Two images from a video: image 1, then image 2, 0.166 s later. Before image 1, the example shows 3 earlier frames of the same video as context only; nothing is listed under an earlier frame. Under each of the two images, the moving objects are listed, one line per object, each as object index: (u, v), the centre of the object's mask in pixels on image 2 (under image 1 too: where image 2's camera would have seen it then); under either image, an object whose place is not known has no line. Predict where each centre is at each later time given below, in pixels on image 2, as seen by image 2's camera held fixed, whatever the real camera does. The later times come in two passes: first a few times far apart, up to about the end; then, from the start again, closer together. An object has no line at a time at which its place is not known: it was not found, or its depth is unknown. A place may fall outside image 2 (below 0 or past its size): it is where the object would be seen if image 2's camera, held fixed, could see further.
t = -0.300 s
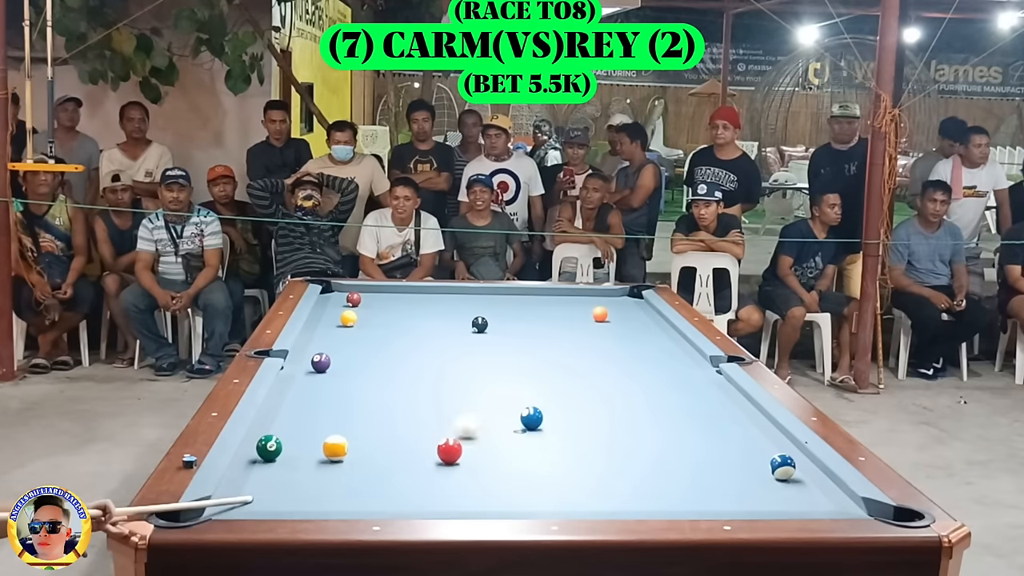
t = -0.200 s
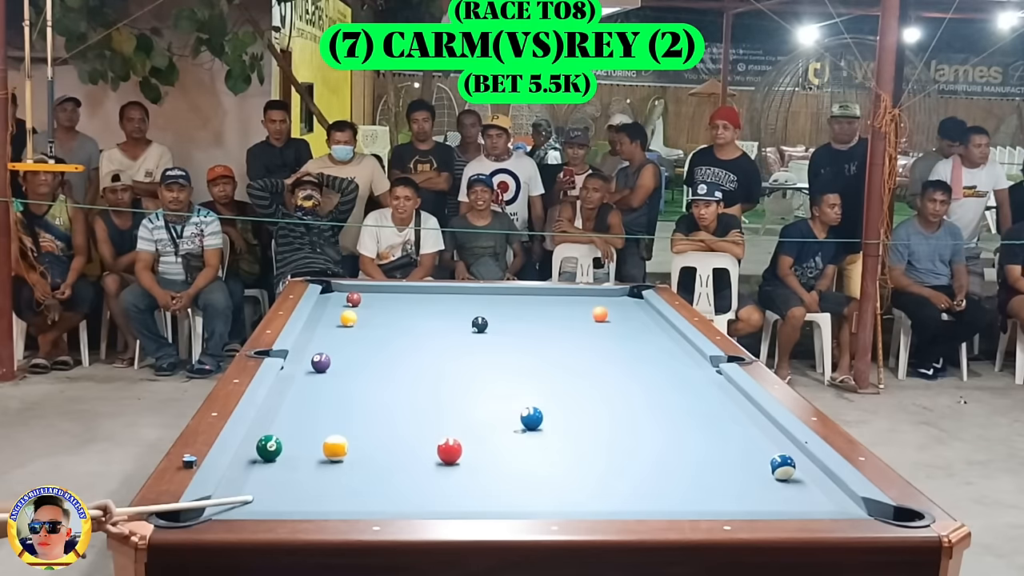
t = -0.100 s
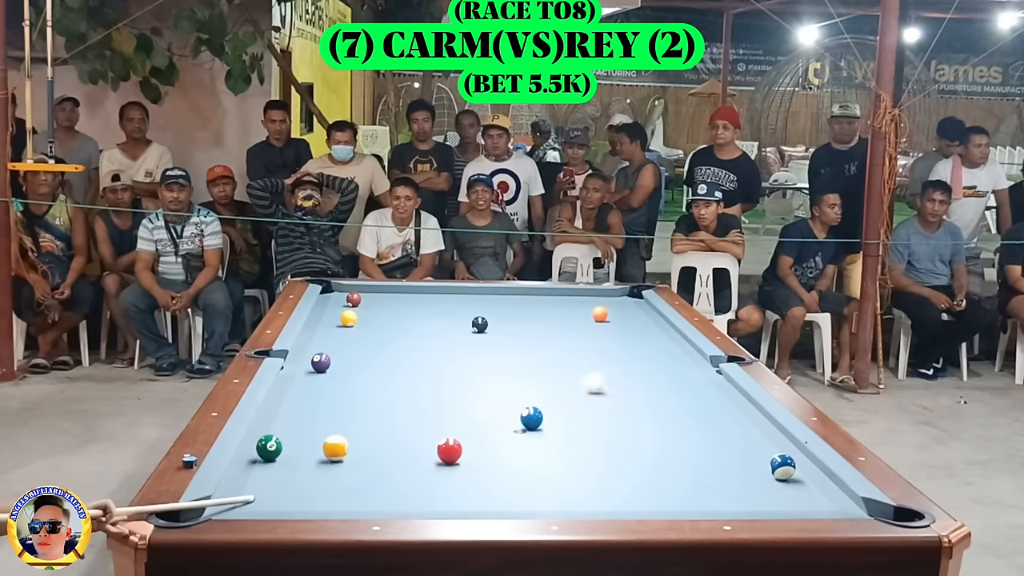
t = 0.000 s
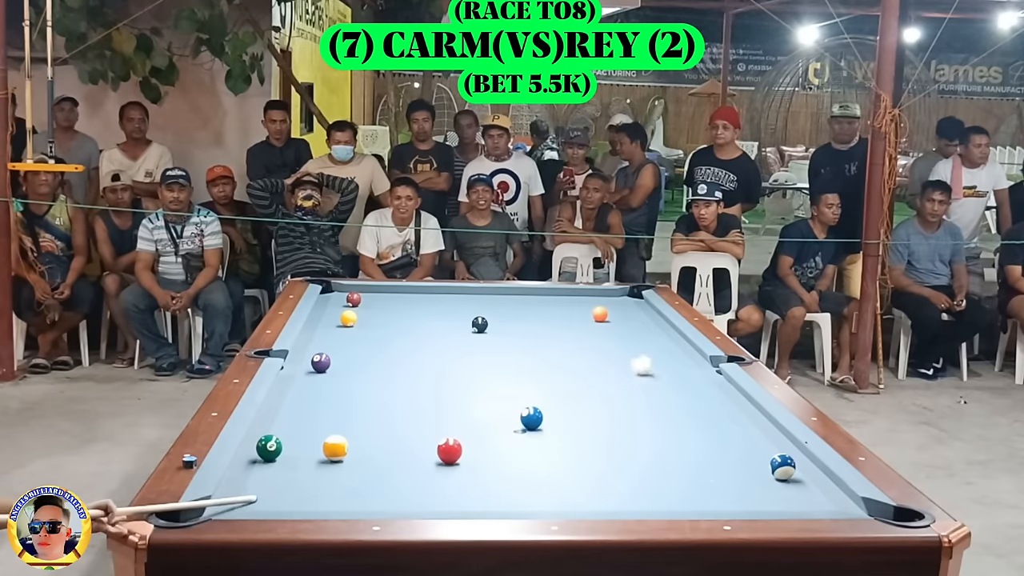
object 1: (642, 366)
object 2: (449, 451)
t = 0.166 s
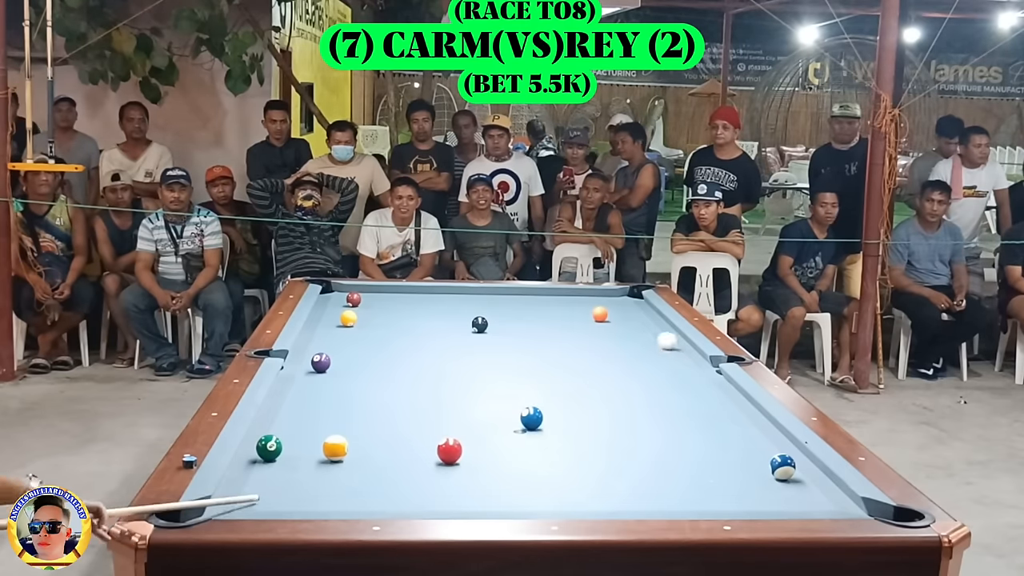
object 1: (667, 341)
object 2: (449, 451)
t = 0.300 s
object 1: (611, 323)
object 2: (449, 451)
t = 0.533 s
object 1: (517, 300)
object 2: (449, 451)
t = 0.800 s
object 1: (417, 295)
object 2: (449, 451)
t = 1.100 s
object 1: (346, 307)
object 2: (449, 451)
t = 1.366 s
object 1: (319, 326)
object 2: (449, 451)
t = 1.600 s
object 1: (333, 344)
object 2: (449, 451)
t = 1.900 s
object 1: (355, 370)
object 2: (449, 451)
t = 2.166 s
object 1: (378, 398)
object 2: (449, 451)
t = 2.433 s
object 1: (404, 428)
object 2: (449, 451)
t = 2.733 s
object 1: (427, 471)
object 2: (462, 451)
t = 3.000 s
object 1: (445, 500)
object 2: (483, 451)
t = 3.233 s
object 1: (487, 484)
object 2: (500, 452)
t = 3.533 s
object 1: (533, 460)
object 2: (517, 451)
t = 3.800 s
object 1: (585, 448)
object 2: (520, 445)
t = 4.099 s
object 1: (635, 437)
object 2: (521, 439)
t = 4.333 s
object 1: (671, 429)
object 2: (522, 435)
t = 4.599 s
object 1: (707, 421)
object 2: (522, 431)
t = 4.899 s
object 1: (742, 413)
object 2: (523, 428)
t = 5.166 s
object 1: (738, 408)
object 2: (523, 426)
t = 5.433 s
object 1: (716, 404)
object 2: (523, 424)
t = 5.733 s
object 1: (694, 401)
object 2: (521, 423)
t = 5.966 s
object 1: (680, 398)
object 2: (520, 423)
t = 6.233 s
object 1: (665, 396)
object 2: (520, 423)
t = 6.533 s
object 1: (652, 394)
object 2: (520, 423)
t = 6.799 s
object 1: (642, 392)
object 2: (520, 423)
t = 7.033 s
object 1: (635, 391)
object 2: (520, 423)
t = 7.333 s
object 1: (629, 390)
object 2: (520, 423)
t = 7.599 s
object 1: (625, 389)
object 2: (520, 423)
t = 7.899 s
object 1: (624, 389)
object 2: (520, 423)
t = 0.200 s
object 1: (651, 336)
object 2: (449, 451)
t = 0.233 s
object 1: (636, 331)
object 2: (449, 451)
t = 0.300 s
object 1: (611, 323)
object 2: (449, 451)
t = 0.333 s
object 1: (598, 318)
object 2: (449, 451)
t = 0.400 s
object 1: (571, 312)
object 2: (449, 451)
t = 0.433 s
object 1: (557, 309)
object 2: (449, 451)
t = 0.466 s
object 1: (543, 306)
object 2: (449, 451)
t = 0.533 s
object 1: (517, 300)
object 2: (449, 451)
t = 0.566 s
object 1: (504, 297)
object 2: (449, 451)
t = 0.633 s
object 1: (480, 291)
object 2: (449, 451)
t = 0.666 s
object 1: (469, 289)
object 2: (449, 451)
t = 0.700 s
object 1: (456, 290)
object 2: (449, 451)
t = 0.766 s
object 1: (430, 294)
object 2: (449, 451)
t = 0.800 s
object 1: (417, 295)
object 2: (449, 451)
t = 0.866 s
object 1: (390, 298)
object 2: (449, 451)
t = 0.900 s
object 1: (376, 299)
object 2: (449, 451)
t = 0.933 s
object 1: (367, 301)
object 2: (449, 451)
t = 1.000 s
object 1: (361, 304)
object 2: (449, 451)
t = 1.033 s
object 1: (357, 305)
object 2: (449, 451)
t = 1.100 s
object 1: (346, 307)
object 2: (449, 451)
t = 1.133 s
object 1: (339, 310)
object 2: (449, 451)
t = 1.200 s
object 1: (328, 315)
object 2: (449, 451)
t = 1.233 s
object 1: (323, 317)
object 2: (449, 451)
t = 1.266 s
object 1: (317, 320)
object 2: (449, 451)
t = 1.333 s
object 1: (316, 324)
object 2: (449, 451)
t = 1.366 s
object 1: (319, 326)
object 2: (449, 451)
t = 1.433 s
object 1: (323, 331)
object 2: (449, 451)
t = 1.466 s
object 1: (325, 334)
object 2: (449, 451)
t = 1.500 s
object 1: (327, 336)
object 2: (449, 451)
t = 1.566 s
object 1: (331, 342)
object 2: (449, 451)
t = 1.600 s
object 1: (333, 344)
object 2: (449, 451)
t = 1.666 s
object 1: (338, 350)
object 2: (449, 451)
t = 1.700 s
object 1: (340, 352)
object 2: (449, 451)
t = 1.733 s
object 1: (342, 355)
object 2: (449, 451)
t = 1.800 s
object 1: (348, 361)
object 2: (449, 451)
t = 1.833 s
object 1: (350, 364)
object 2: (449, 451)
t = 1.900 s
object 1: (355, 370)
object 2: (449, 451)
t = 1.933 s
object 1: (358, 374)
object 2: (449, 451)
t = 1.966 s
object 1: (360, 377)
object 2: (449, 451)
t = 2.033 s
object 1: (366, 383)
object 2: (449, 451)
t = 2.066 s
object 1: (369, 387)
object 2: (449, 451)
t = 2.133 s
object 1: (375, 394)
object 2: (449, 451)
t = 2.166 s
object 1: (378, 398)
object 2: (449, 451)
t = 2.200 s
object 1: (381, 401)
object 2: (449, 451)
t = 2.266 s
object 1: (388, 409)
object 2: (449, 451)
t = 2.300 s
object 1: (392, 413)
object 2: (449, 451)
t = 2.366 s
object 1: (397, 419)
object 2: (449, 451)
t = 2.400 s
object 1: (400, 423)
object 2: (449, 451)
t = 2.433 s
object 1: (404, 428)
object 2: (449, 451)
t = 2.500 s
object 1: (411, 436)
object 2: (449, 450)
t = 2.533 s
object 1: (416, 441)
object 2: (449, 451)
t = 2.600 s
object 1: (423, 450)
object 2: (450, 450)
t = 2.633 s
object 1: (424, 455)
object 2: (453, 451)
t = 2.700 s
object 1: (426, 465)
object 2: (459, 451)
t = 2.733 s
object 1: (427, 471)
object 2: (462, 451)
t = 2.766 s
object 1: (429, 476)
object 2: (464, 451)
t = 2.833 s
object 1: (432, 487)
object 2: (470, 451)
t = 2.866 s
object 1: (433, 493)
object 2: (473, 451)
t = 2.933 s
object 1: (436, 500)
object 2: (478, 451)
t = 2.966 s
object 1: (439, 503)
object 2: (480, 451)
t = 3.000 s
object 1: (445, 500)
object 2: (483, 451)
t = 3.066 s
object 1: (458, 497)
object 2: (488, 451)
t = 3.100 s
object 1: (464, 495)
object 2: (490, 452)
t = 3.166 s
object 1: (476, 490)
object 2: (495, 452)
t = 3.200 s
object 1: (482, 487)
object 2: (498, 452)
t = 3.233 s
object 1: (487, 484)
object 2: (500, 452)
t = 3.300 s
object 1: (498, 477)
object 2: (504, 451)
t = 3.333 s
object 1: (504, 474)
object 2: (507, 450)
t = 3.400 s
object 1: (514, 469)
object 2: (510, 449)
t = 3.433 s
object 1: (518, 467)
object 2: (512, 448)
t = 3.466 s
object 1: (523, 464)
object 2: (513, 449)
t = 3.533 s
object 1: (533, 460)
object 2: (517, 451)
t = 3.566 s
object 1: (540, 460)
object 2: (519, 451)
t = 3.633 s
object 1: (554, 459)
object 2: (520, 450)
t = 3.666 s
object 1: (560, 458)
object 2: (520, 449)
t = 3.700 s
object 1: (567, 456)
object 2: (520, 448)
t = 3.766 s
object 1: (580, 451)
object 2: (520, 447)
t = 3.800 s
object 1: (585, 448)
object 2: (520, 445)
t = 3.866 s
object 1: (596, 446)
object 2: (521, 444)
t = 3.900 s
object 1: (602, 444)
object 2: (521, 443)
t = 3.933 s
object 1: (608, 443)
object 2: (521, 442)
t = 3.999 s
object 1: (619, 440)
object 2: (521, 441)
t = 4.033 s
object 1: (624, 439)
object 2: (521, 440)
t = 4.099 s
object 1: (635, 437)
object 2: (521, 439)
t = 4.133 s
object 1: (641, 436)
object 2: (522, 439)
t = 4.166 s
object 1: (645, 435)
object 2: (522, 438)
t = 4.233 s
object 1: (655, 433)
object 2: (522, 437)
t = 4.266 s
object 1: (661, 431)
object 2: (522, 436)
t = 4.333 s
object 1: (671, 429)
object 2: (522, 435)
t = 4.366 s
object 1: (676, 428)
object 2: (522, 434)
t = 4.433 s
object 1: (685, 426)
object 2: (522, 433)
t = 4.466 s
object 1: (689, 425)
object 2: (522, 433)
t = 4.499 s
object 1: (694, 424)
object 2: (522, 433)
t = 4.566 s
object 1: (702, 422)
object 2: (522, 432)
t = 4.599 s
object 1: (707, 421)
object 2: (522, 431)
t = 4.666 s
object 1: (715, 419)
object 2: (522, 430)
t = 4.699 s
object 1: (720, 418)
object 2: (522, 430)
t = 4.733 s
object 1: (724, 417)
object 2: (523, 429)
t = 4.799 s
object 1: (732, 415)
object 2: (523, 429)
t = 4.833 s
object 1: (736, 415)
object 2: (523, 429)
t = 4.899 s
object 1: (742, 413)
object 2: (523, 428)
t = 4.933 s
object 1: (746, 413)
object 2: (523, 428)
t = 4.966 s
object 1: (750, 412)
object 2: (523, 427)
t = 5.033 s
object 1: (750, 410)
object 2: (524, 427)
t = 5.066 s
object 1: (747, 409)
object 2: (524, 427)
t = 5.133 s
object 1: (742, 409)
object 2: (524, 426)
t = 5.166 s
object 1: (738, 408)
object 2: (523, 426)
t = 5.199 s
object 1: (736, 407)
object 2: (524, 426)
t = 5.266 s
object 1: (730, 407)
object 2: (524, 425)
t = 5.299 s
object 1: (727, 406)
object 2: (524, 425)
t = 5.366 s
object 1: (721, 405)
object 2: (523, 425)
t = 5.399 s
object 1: (719, 405)
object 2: (523, 424)
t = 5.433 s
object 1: (716, 404)
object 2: (523, 424)
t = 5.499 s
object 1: (711, 403)
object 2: (522, 424)
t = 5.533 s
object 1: (709, 403)
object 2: (522, 424)
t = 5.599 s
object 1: (704, 402)
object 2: (522, 423)
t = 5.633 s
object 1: (701, 402)
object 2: (522, 423)
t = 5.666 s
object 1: (699, 401)
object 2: (521, 423)
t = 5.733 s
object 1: (694, 401)
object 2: (521, 423)
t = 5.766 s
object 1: (692, 400)
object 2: (520, 423)
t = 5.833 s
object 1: (688, 400)
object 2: (520, 423)
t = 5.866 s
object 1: (686, 399)
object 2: (520, 423)
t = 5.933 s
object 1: (682, 398)
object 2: (520, 423)
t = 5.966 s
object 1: (680, 398)
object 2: (520, 423)
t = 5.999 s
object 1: (678, 398)
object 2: (520, 423)
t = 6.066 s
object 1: (674, 397)
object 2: (520, 423)
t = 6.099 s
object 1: (672, 397)
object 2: (520, 423)
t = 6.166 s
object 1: (669, 396)
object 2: (520, 423)
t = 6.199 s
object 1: (667, 396)
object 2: (520, 423)
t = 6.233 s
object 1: (665, 396)
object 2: (520, 423)
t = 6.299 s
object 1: (662, 395)
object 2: (520, 423)
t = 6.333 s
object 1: (660, 395)
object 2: (520, 423)
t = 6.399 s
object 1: (657, 395)
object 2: (520, 423)
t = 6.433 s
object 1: (656, 394)
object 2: (520, 423)
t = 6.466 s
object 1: (654, 394)
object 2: (520, 423)
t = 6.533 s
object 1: (652, 394)
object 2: (520, 423)
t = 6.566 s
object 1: (650, 393)
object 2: (520, 423)
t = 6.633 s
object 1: (648, 393)
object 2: (520, 423)
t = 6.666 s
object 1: (646, 393)
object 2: (520, 423)
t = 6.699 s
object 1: (645, 393)
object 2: (520, 423)
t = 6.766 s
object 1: (643, 392)
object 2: (520, 423)
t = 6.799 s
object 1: (642, 392)
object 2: (520, 423)
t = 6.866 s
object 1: (640, 392)
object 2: (520, 423)
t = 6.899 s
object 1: (639, 392)
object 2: (520, 423)
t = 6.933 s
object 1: (638, 391)
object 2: (520, 423)
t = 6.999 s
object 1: (636, 391)
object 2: (520, 423)
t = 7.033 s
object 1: (635, 391)
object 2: (520, 423)
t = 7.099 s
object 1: (633, 391)
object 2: (520, 423)
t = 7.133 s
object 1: (632, 390)
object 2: (520, 423)
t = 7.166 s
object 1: (632, 391)
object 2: (520, 423)
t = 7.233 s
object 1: (630, 390)
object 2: (520, 423)
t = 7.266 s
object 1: (630, 390)
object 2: (520, 423)
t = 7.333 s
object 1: (629, 390)
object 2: (520, 423)
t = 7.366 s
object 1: (628, 390)
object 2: (520, 423)
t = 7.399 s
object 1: (628, 390)
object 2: (520, 423)
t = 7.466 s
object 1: (627, 390)
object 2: (520, 423)
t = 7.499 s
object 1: (627, 390)
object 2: (520, 423)
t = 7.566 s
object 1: (626, 389)
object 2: (520, 423)
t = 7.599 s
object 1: (625, 389)
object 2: (520, 423)
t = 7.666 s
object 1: (625, 389)
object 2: (520, 423)
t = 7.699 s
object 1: (624, 389)
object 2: (520, 423)
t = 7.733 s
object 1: (625, 389)
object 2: (520, 423)
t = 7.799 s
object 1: (624, 389)
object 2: (520, 423)
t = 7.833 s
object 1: (624, 389)
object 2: (520, 423)
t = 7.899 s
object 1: (624, 389)
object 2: (520, 423)
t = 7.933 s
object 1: (624, 389)
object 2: (520, 423)
